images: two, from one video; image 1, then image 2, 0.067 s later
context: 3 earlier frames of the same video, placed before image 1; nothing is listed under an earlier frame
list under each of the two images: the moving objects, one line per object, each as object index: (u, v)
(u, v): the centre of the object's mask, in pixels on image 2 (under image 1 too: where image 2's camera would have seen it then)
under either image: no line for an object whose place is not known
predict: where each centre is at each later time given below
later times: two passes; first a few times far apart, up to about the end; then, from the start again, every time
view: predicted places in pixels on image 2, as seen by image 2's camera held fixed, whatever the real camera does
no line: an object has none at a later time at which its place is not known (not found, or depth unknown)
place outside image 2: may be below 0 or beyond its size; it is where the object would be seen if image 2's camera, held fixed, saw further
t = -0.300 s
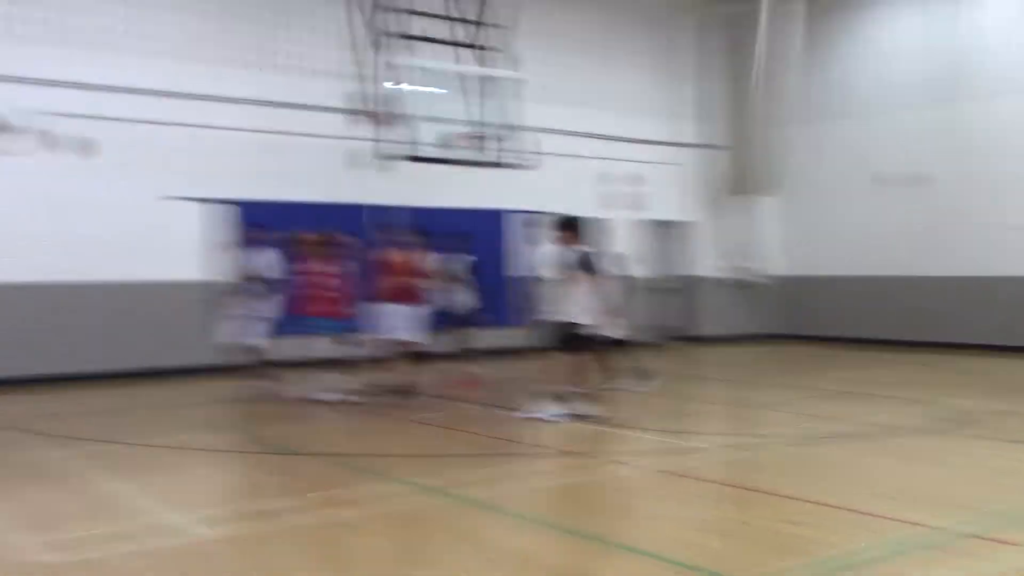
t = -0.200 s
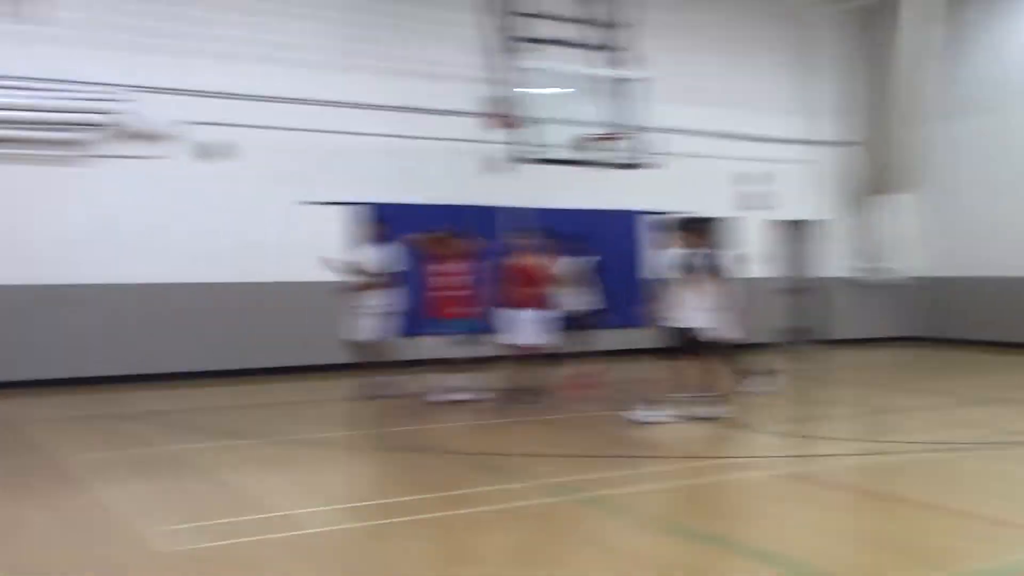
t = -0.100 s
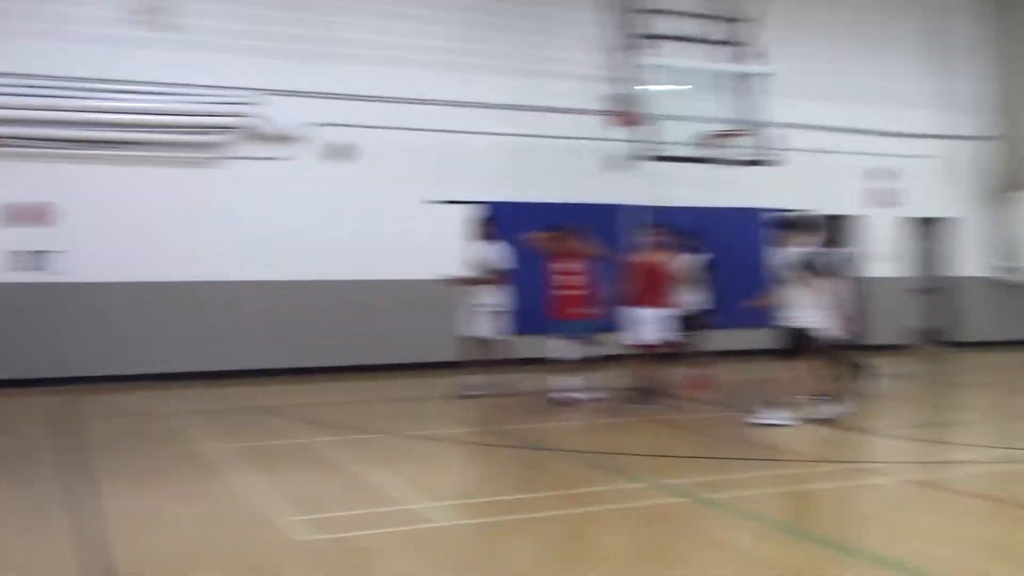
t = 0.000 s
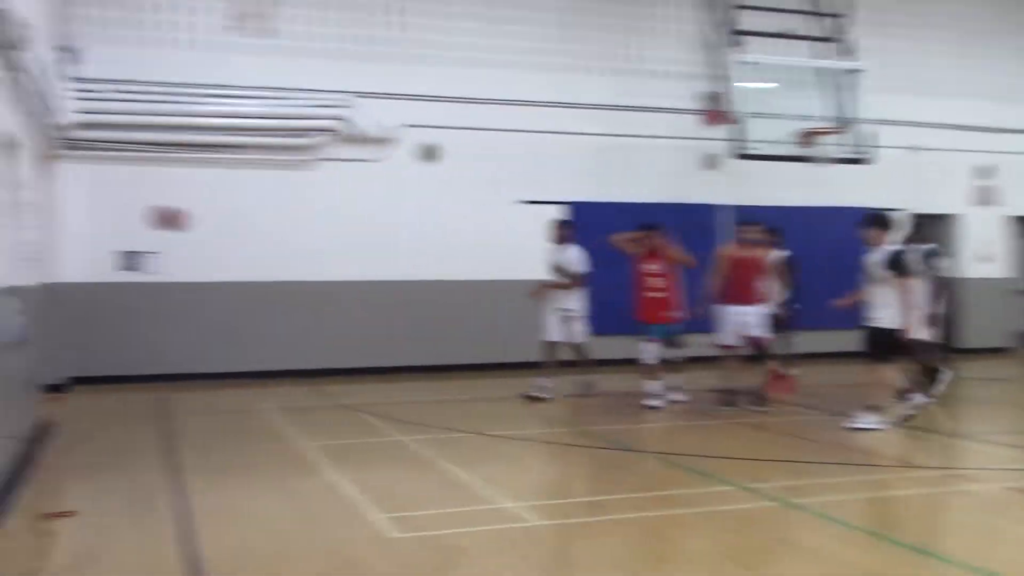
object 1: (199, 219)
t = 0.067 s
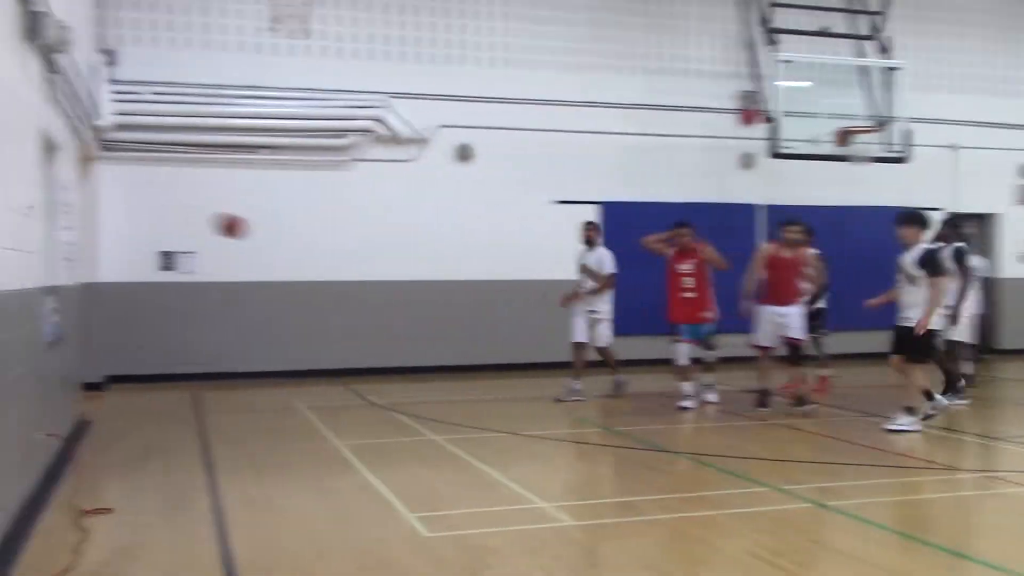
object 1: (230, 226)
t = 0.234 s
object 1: (292, 261)
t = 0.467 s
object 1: (365, 349)
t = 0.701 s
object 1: (402, 326)
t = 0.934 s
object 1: (421, 279)
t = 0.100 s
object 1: (244, 231)
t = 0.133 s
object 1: (257, 237)
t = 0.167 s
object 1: (269, 244)
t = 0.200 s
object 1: (280, 252)
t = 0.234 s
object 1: (292, 261)
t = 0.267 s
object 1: (303, 270)
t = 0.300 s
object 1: (315, 283)
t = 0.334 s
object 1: (324, 294)
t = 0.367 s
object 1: (335, 307)
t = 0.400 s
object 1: (345, 320)
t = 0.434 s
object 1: (355, 334)
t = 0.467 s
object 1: (365, 349)
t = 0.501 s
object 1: (376, 364)
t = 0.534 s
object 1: (385, 379)
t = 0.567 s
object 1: (391, 374)
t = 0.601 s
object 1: (394, 361)
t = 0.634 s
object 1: (396, 348)
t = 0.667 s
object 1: (398, 336)
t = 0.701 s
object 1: (402, 326)
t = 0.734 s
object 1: (405, 316)
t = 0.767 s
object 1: (407, 307)
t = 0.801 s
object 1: (410, 300)
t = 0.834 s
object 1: (412, 293)
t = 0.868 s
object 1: (415, 287)
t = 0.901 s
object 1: (418, 283)
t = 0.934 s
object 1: (421, 279)
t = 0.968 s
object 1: (423, 277)
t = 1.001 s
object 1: (426, 275)
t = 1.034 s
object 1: (429, 275)
